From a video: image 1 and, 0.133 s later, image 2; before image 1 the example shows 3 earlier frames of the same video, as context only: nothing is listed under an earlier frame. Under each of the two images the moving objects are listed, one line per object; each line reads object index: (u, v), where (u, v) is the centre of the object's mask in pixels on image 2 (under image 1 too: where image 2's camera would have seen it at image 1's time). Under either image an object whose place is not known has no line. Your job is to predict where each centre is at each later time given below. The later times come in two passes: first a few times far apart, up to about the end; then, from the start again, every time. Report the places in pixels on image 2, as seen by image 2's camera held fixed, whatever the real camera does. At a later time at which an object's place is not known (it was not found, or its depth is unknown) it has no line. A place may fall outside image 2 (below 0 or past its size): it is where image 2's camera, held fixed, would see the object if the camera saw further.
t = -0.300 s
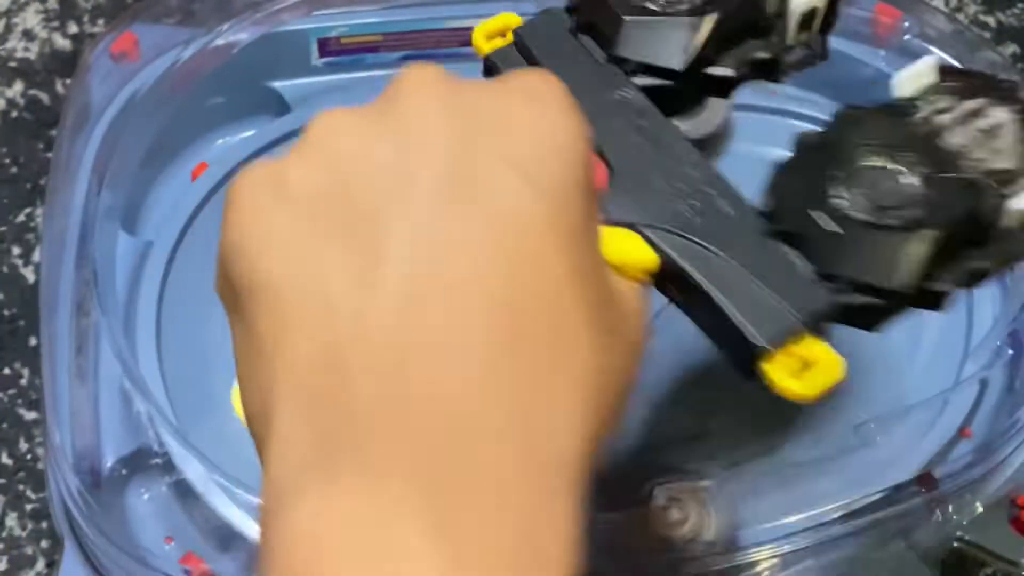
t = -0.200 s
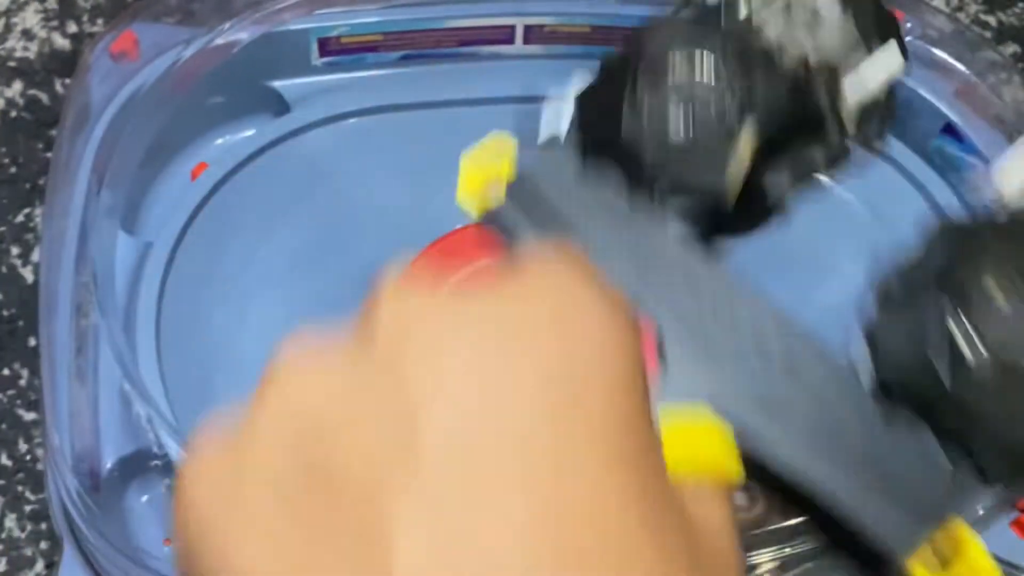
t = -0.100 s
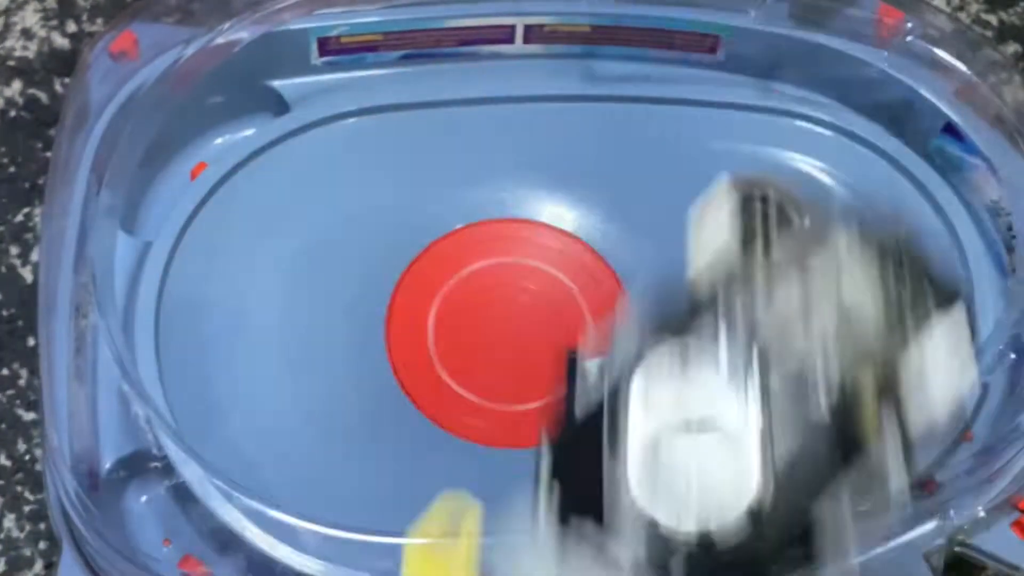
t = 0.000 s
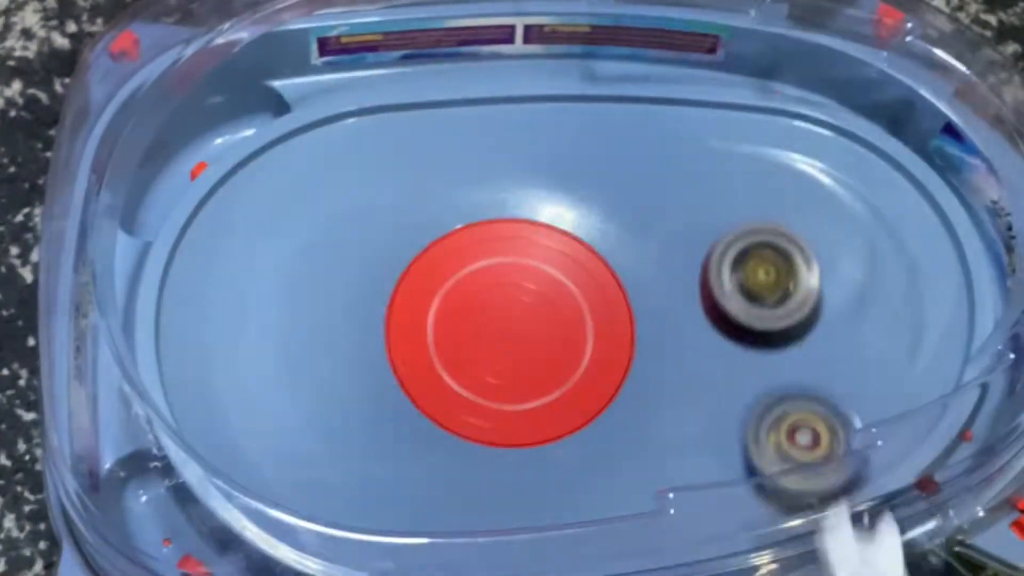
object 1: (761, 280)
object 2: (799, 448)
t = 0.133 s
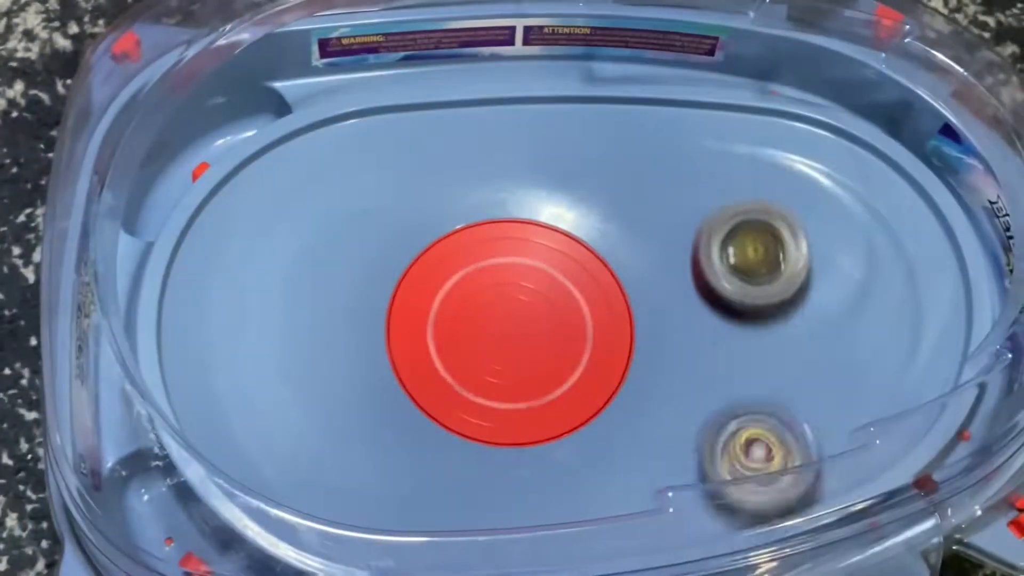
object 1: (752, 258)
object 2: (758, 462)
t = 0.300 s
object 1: (731, 125)
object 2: (667, 500)
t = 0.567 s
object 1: (650, 139)
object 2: (512, 534)
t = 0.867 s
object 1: (657, 204)
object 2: (365, 527)
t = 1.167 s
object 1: (699, 247)
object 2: (269, 424)
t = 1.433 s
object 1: (701, 267)
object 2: (219, 341)
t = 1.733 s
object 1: (599, 260)
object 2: (275, 235)
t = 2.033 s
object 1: (375, 399)
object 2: (310, 145)
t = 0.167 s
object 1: (748, 229)
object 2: (747, 493)
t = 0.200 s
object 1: (743, 201)
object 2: (728, 498)
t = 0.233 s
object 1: (739, 176)
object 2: (702, 492)
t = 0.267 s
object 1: (735, 150)
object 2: (683, 494)
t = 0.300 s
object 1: (731, 125)
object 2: (667, 500)
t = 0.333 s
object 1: (725, 105)
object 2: (652, 513)
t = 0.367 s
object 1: (715, 99)
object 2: (635, 527)
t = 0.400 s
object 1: (700, 106)
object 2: (615, 528)
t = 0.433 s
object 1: (685, 114)
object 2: (595, 530)
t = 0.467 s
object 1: (672, 122)
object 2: (574, 530)
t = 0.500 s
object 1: (662, 127)
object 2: (553, 532)
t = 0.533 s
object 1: (655, 133)
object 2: (533, 533)
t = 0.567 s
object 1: (650, 139)
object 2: (512, 534)
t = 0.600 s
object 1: (647, 144)
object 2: (491, 532)
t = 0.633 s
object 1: (646, 149)
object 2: (471, 532)
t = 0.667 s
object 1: (645, 157)
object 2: (450, 534)
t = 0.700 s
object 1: (645, 165)
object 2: (428, 535)
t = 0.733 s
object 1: (645, 171)
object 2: (408, 533)
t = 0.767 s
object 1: (647, 179)
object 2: (387, 533)
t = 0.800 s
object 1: (649, 188)
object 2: (372, 529)
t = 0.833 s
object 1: (653, 197)
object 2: (364, 528)
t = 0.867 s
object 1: (657, 204)
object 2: (365, 527)
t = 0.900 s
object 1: (661, 211)
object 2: (364, 525)
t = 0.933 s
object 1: (666, 218)
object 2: (358, 519)
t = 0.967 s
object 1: (671, 223)
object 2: (349, 511)
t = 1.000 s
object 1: (675, 229)
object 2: (335, 494)
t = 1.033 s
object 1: (680, 233)
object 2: (325, 472)
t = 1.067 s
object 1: (685, 237)
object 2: (310, 461)
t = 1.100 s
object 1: (690, 241)
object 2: (298, 450)
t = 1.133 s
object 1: (695, 245)
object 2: (283, 437)
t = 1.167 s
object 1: (699, 247)
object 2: (269, 424)
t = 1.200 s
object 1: (703, 250)
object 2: (257, 412)
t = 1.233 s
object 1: (705, 252)
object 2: (246, 400)
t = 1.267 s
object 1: (707, 255)
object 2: (237, 390)
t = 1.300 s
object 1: (709, 258)
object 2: (231, 380)
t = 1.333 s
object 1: (708, 260)
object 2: (225, 369)
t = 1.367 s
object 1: (706, 262)
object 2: (221, 359)
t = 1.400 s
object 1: (704, 265)
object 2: (219, 351)
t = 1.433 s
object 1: (701, 267)
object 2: (219, 341)
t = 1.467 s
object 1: (697, 270)
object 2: (220, 330)
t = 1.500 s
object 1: (693, 272)
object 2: (224, 321)
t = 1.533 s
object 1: (687, 275)
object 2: (228, 310)
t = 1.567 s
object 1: (681, 278)
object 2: (234, 298)
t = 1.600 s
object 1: (672, 279)
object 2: (241, 287)
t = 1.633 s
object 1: (661, 277)
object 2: (249, 275)
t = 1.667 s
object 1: (645, 274)
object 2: (258, 261)
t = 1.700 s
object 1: (623, 266)
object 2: (266, 248)
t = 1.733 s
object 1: (599, 260)
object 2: (275, 235)
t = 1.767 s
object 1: (572, 251)
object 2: (283, 220)
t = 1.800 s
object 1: (538, 242)
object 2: (292, 208)
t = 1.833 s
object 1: (500, 232)
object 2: (300, 197)
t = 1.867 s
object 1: (462, 226)
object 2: (308, 186)
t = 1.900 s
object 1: (422, 226)
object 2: (316, 173)
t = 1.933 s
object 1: (396, 248)
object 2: (318, 156)
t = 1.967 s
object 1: (381, 290)
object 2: (311, 136)
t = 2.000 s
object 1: (374, 341)
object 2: (306, 131)
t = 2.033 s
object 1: (375, 399)
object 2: (310, 145)
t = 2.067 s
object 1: (386, 459)
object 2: (312, 147)
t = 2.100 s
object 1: (401, 513)
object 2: (316, 144)
